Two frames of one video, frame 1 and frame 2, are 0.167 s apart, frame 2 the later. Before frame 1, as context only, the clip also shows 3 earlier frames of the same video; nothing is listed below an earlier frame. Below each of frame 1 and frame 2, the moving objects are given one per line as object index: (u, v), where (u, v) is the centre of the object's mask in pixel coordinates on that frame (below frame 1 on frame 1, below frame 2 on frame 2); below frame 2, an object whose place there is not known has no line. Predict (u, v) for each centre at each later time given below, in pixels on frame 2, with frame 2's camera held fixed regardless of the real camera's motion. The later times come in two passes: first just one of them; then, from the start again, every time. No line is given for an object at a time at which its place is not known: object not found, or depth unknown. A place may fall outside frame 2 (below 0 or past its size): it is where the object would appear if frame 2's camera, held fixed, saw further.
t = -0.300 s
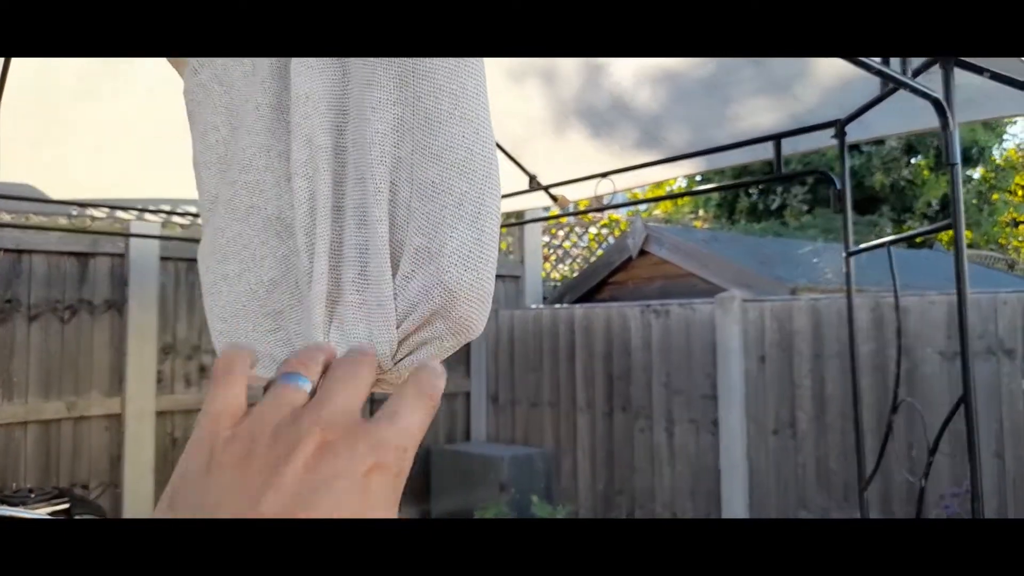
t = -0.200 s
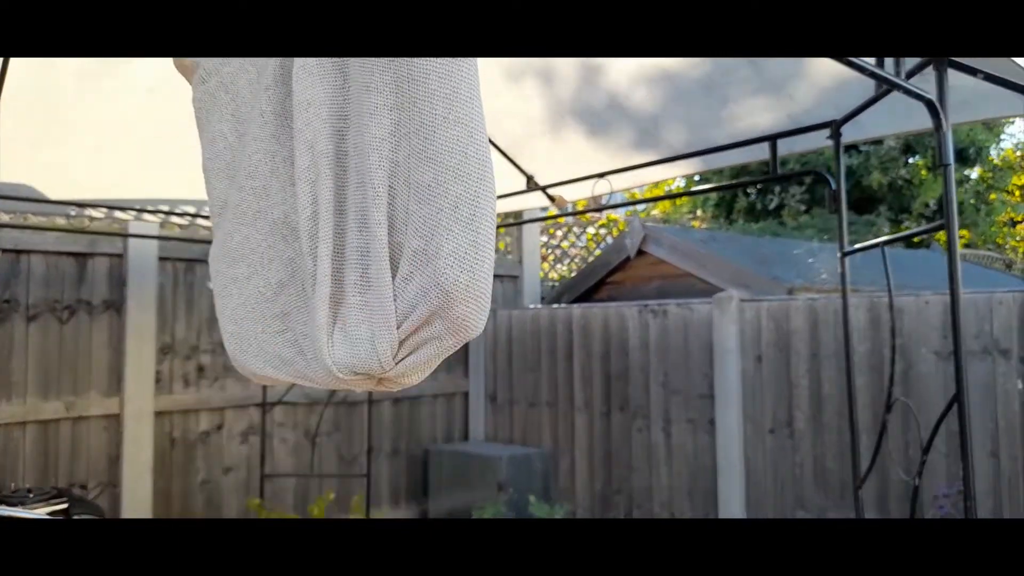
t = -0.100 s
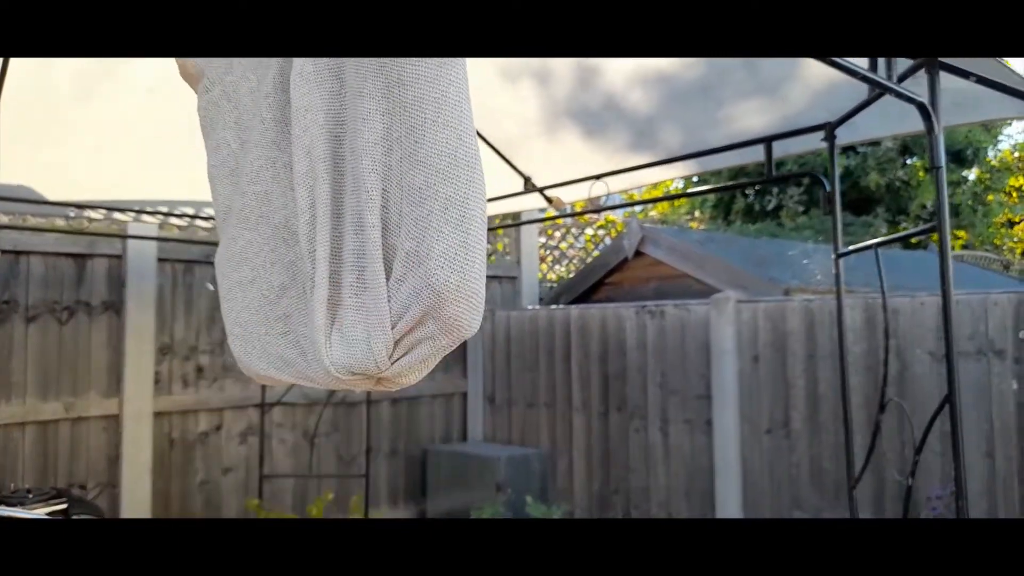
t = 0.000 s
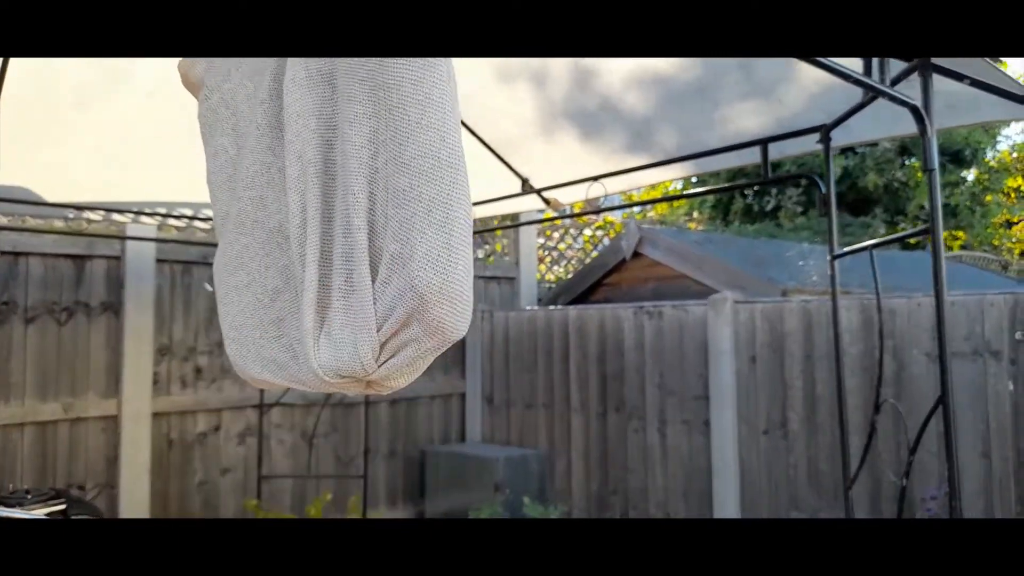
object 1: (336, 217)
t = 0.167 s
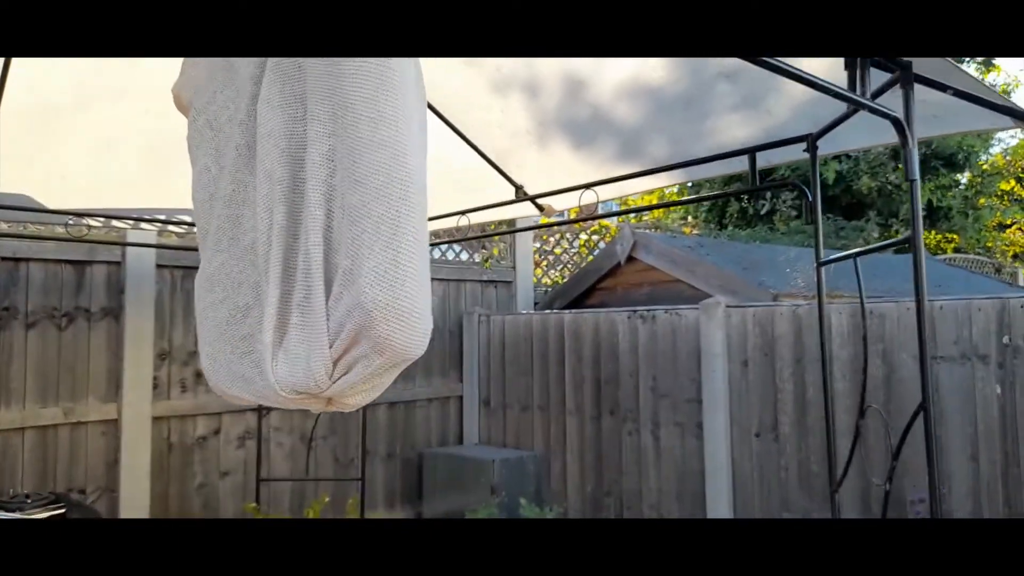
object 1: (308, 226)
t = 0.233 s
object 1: (299, 223)
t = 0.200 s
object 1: (303, 224)
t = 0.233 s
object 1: (299, 223)
